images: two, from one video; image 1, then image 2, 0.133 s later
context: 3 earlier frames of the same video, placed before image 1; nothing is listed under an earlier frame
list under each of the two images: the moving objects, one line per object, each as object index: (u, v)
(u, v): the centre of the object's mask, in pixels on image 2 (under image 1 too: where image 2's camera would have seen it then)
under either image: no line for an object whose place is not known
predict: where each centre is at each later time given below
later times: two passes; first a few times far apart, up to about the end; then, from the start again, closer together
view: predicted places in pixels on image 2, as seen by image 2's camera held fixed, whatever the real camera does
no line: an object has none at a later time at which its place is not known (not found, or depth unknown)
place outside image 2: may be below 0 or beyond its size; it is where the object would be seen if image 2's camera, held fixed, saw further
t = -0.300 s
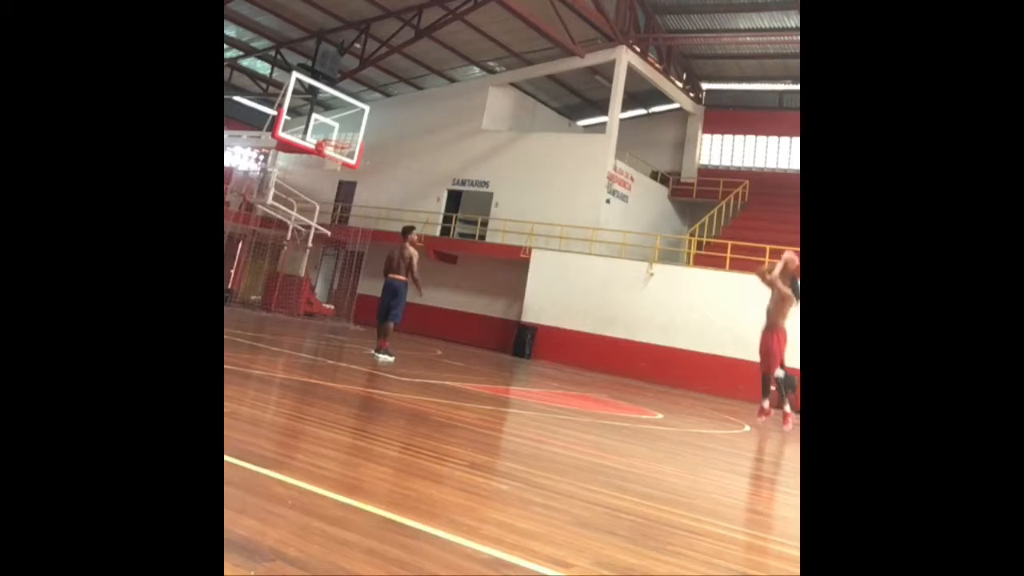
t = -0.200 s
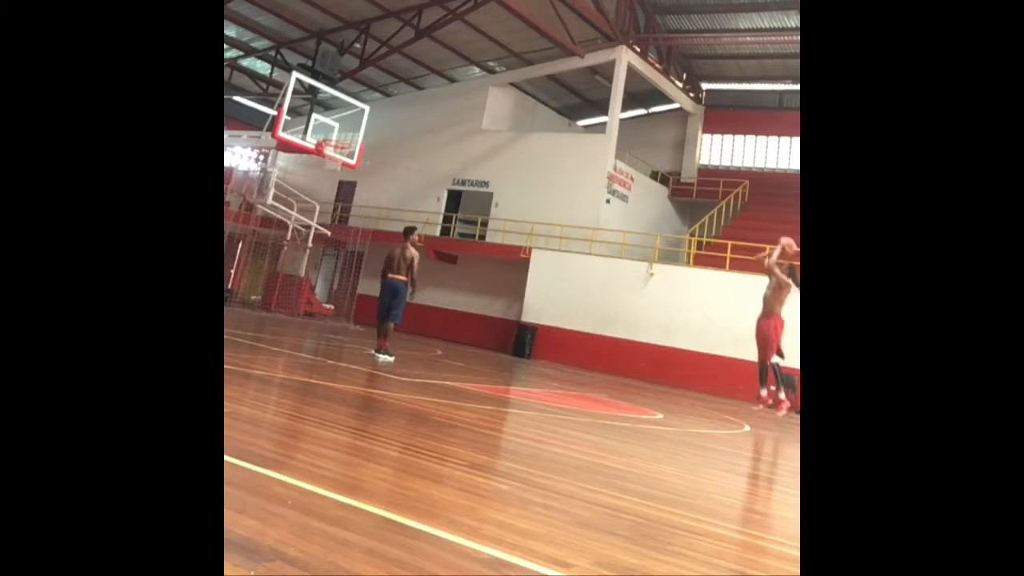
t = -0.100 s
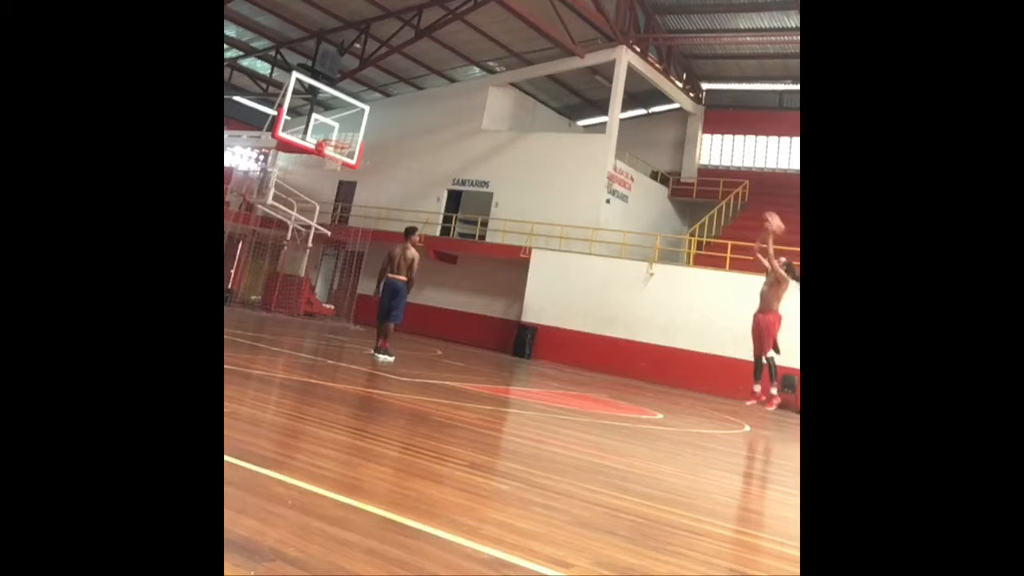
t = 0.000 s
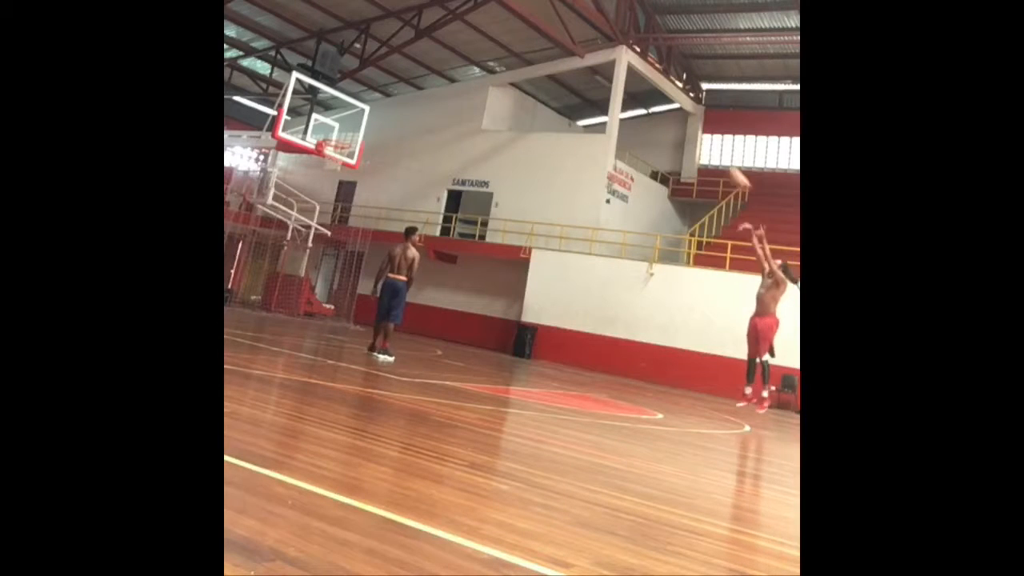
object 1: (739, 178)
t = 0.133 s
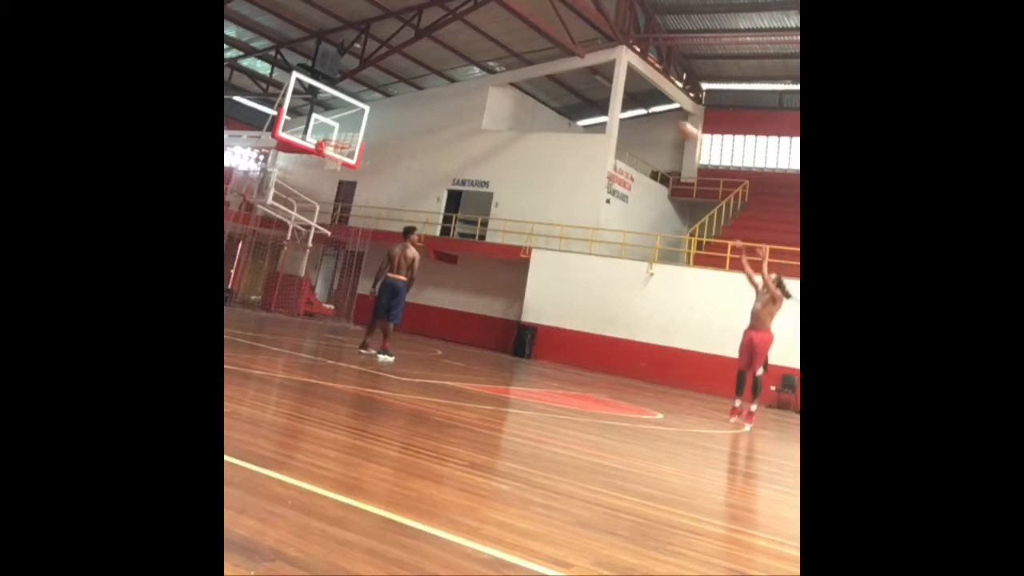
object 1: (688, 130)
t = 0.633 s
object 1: (515, 65)
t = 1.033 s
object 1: (375, 118)
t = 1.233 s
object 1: (334, 146)
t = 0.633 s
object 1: (515, 65)
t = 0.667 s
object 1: (505, 66)
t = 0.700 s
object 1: (493, 67)
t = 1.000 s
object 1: (387, 111)
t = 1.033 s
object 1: (375, 118)
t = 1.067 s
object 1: (362, 126)
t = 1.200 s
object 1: (330, 144)
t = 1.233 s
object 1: (334, 146)
